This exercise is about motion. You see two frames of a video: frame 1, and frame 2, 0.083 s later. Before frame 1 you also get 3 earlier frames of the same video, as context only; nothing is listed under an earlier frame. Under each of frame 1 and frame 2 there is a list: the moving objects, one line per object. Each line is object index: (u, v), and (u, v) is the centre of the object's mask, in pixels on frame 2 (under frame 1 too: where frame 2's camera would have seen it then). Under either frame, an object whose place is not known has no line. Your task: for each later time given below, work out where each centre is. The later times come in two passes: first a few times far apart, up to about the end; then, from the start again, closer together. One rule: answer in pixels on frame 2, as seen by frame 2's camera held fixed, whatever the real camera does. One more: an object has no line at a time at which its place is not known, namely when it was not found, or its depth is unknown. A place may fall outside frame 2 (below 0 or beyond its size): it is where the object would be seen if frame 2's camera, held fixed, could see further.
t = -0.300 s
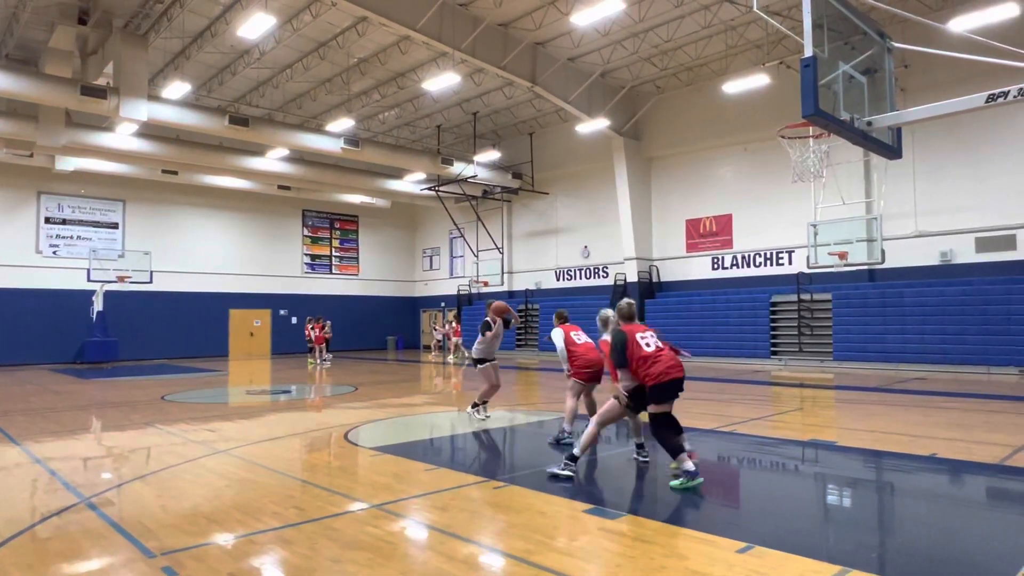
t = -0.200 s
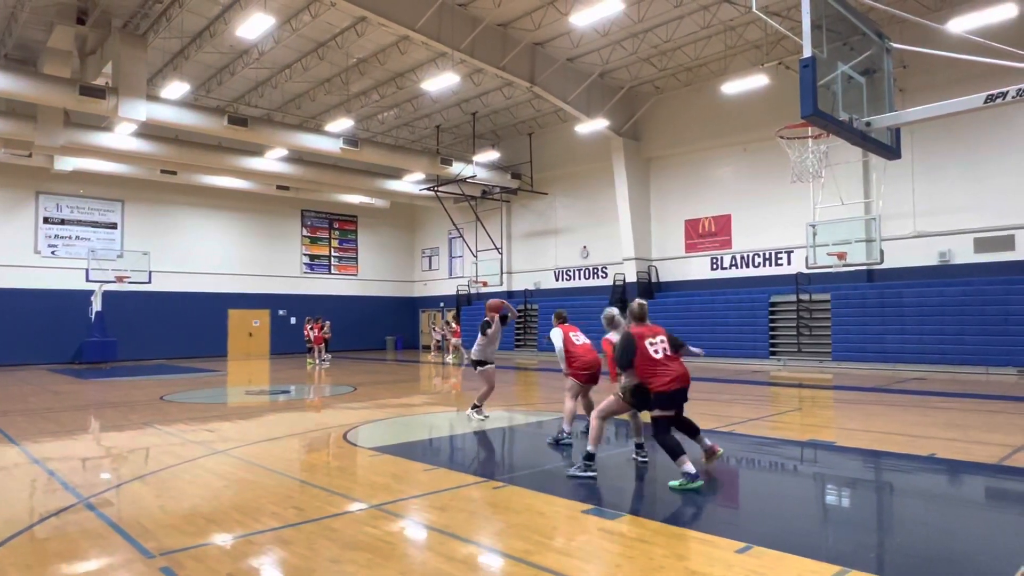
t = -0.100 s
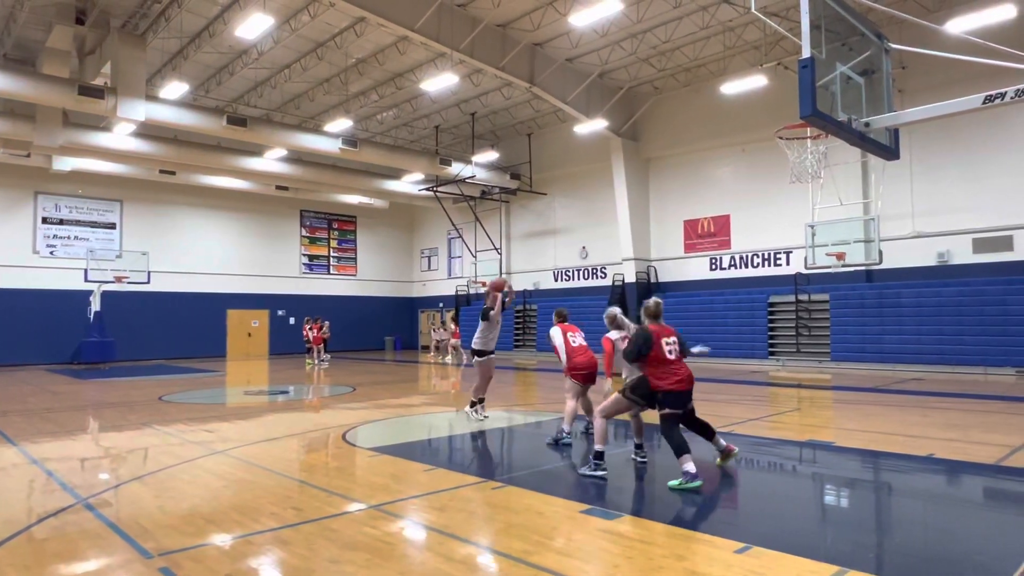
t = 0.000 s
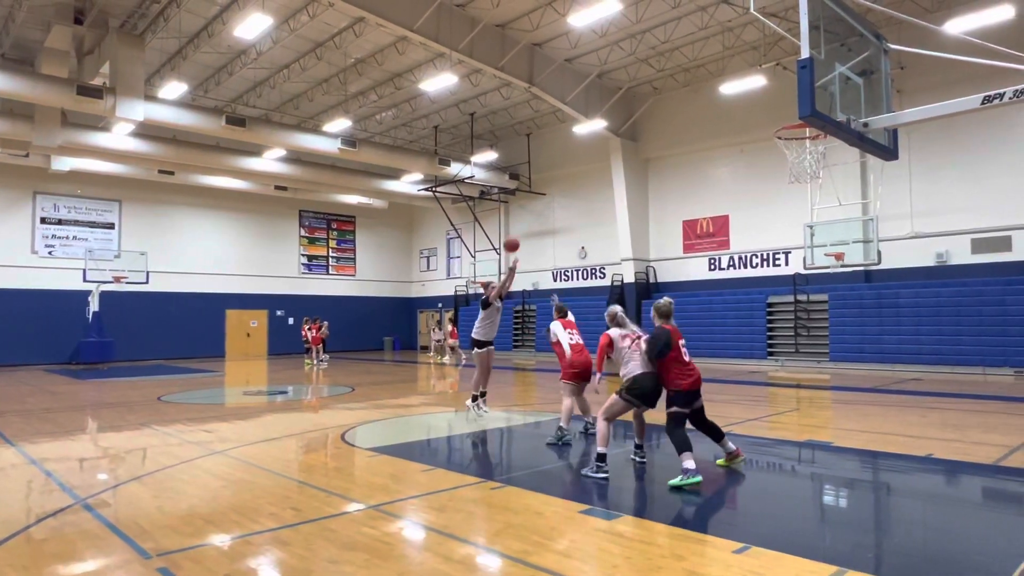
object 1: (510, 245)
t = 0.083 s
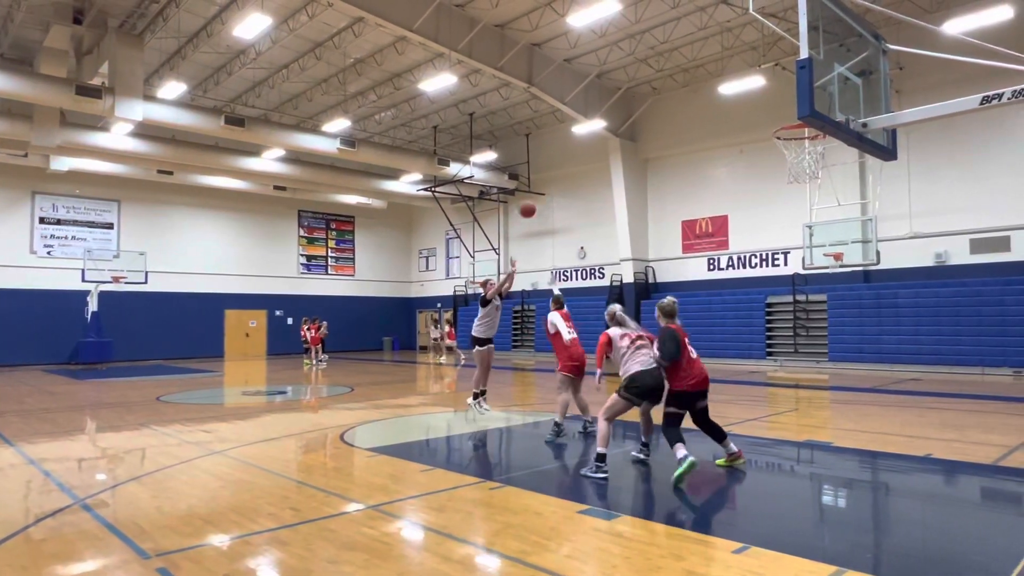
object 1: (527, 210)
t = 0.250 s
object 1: (563, 149)
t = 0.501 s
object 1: (626, 89)
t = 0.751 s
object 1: (703, 76)
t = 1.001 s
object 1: (796, 128)
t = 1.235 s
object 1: (817, 155)
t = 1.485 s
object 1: (799, 223)
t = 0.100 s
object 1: (530, 203)
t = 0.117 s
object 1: (534, 196)
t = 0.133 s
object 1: (538, 189)
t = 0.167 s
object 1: (544, 178)
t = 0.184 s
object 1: (548, 171)
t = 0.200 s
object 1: (551, 166)
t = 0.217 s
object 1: (555, 160)
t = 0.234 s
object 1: (559, 155)
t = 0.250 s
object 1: (563, 149)
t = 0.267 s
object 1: (567, 145)
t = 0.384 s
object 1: (595, 111)
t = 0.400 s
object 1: (600, 107)
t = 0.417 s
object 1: (603, 105)
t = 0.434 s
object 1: (608, 101)
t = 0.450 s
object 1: (612, 98)
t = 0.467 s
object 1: (617, 95)
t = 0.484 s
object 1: (621, 92)
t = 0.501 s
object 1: (626, 89)
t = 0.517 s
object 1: (630, 86)
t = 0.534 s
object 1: (636, 84)
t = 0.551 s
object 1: (640, 82)
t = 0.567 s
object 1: (645, 81)
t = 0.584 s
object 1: (649, 79)
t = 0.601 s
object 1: (655, 78)
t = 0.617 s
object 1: (659, 77)
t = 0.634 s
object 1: (665, 75)
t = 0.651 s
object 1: (670, 75)
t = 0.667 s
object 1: (675, 74)
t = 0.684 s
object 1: (681, 75)
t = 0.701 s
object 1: (686, 74)
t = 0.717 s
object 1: (692, 74)
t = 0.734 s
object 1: (697, 75)
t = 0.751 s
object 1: (703, 76)
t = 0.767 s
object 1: (708, 77)
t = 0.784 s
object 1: (714, 78)
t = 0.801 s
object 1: (719, 79)
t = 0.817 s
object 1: (726, 81)
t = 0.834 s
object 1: (731, 84)
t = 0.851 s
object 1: (740, 87)
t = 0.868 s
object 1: (745, 90)
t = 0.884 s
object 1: (752, 95)
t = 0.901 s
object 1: (758, 98)
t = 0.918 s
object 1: (765, 101)
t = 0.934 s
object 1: (772, 104)
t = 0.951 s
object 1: (778, 108)
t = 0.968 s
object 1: (784, 113)
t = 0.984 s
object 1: (787, 116)
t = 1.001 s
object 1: (796, 128)
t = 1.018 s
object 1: (807, 134)
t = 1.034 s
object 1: (811, 138)
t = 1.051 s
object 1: (817, 142)
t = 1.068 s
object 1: (820, 145)
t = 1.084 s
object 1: (823, 147)
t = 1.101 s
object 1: (824, 148)
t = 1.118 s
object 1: (824, 148)
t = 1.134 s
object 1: (823, 148)
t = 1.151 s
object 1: (822, 147)
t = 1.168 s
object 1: (822, 152)
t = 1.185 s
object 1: (821, 151)
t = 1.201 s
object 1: (820, 151)
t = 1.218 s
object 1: (819, 154)
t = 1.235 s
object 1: (817, 155)
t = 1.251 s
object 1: (816, 157)
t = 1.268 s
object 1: (815, 159)
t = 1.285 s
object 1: (813, 162)
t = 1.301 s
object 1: (812, 164)
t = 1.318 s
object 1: (811, 169)
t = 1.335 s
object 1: (810, 172)
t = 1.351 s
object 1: (808, 176)
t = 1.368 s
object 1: (807, 181)
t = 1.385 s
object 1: (806, 186)
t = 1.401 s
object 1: (805, 191)
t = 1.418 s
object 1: (803, 197)
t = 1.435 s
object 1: (802, 203)
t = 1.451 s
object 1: (801, 209)
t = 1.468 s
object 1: (800, 215)
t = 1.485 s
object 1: (799, 223)
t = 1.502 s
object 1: (798, 231)
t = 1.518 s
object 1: (797, 238)
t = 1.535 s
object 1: (795, 247)
